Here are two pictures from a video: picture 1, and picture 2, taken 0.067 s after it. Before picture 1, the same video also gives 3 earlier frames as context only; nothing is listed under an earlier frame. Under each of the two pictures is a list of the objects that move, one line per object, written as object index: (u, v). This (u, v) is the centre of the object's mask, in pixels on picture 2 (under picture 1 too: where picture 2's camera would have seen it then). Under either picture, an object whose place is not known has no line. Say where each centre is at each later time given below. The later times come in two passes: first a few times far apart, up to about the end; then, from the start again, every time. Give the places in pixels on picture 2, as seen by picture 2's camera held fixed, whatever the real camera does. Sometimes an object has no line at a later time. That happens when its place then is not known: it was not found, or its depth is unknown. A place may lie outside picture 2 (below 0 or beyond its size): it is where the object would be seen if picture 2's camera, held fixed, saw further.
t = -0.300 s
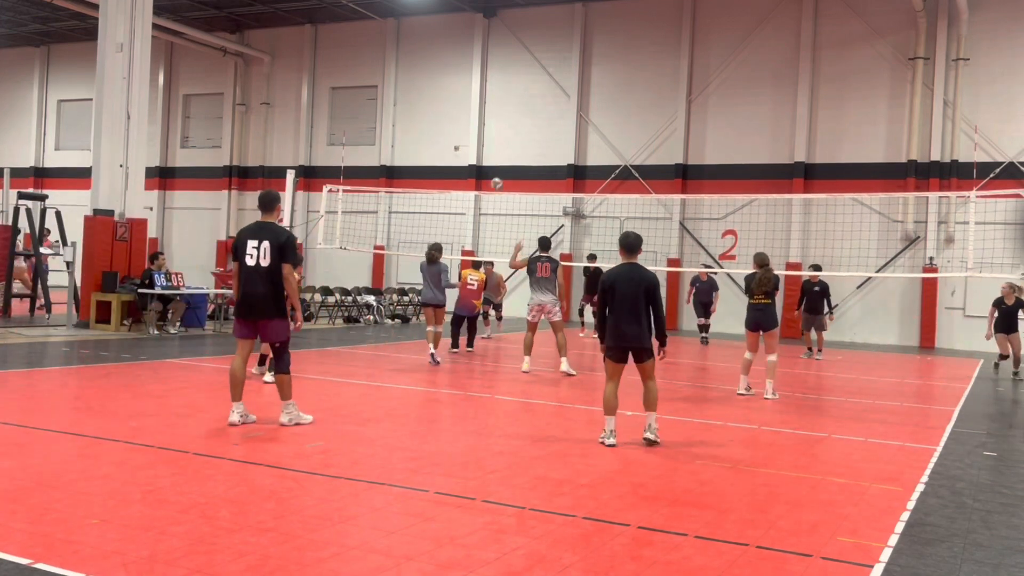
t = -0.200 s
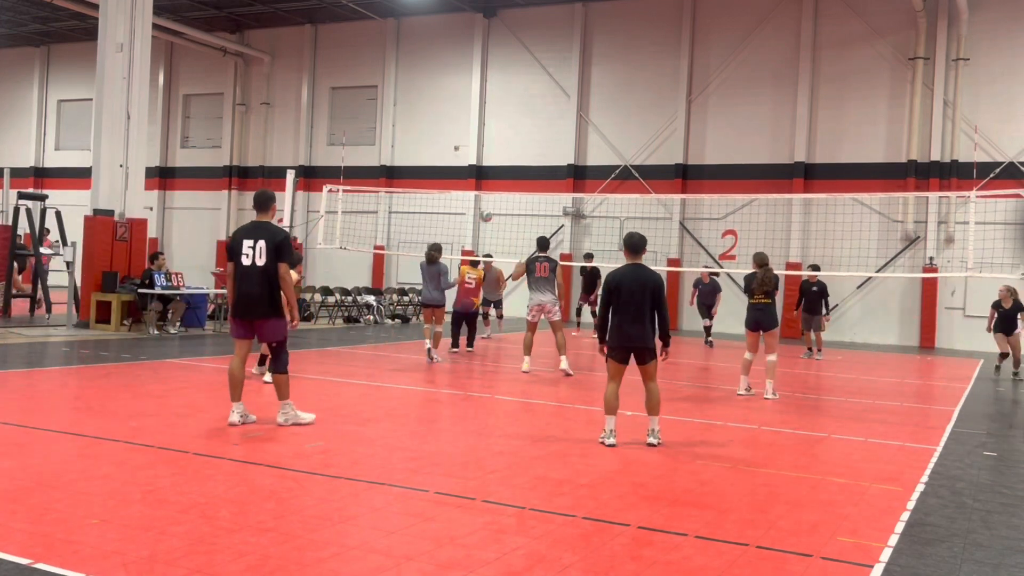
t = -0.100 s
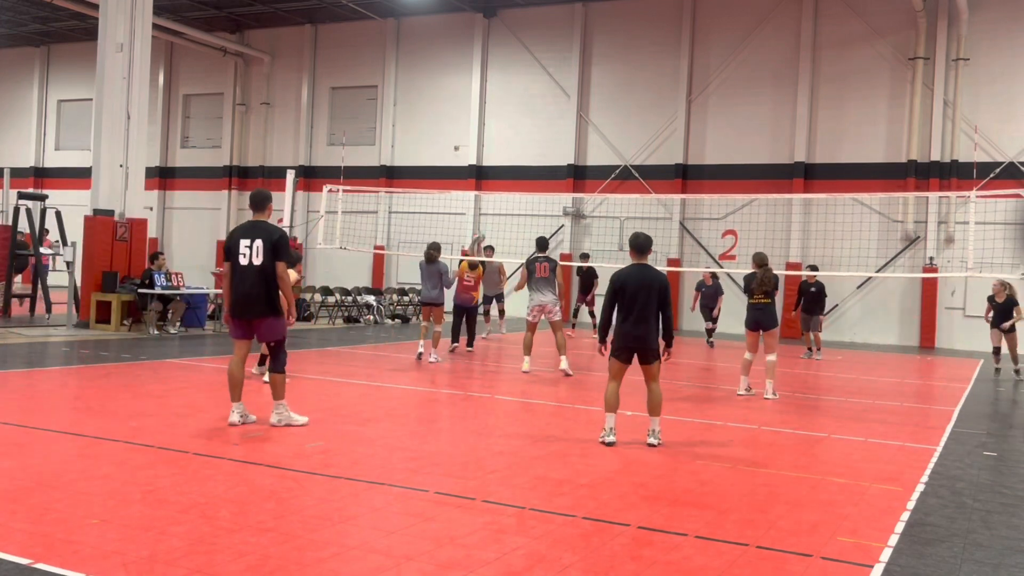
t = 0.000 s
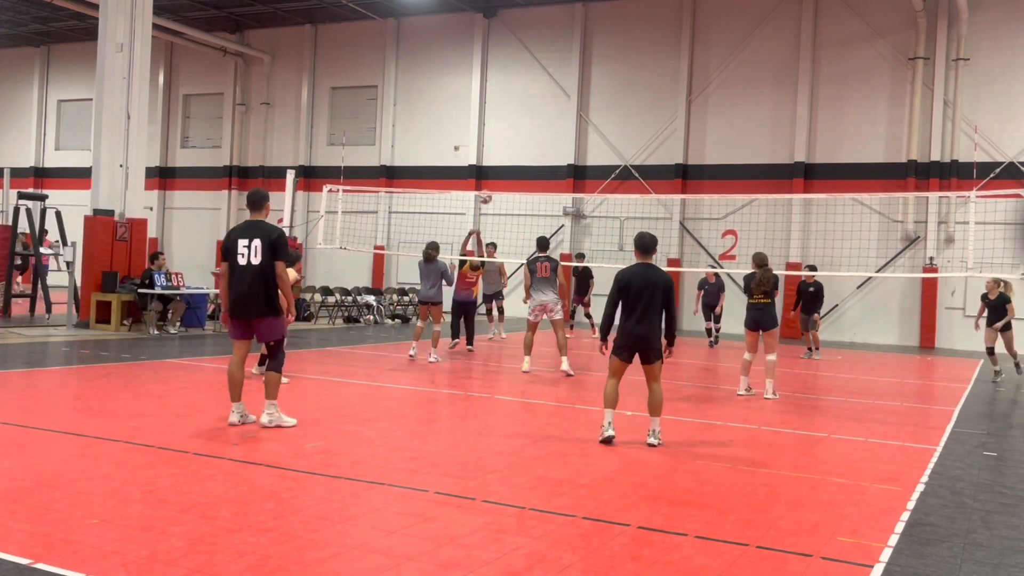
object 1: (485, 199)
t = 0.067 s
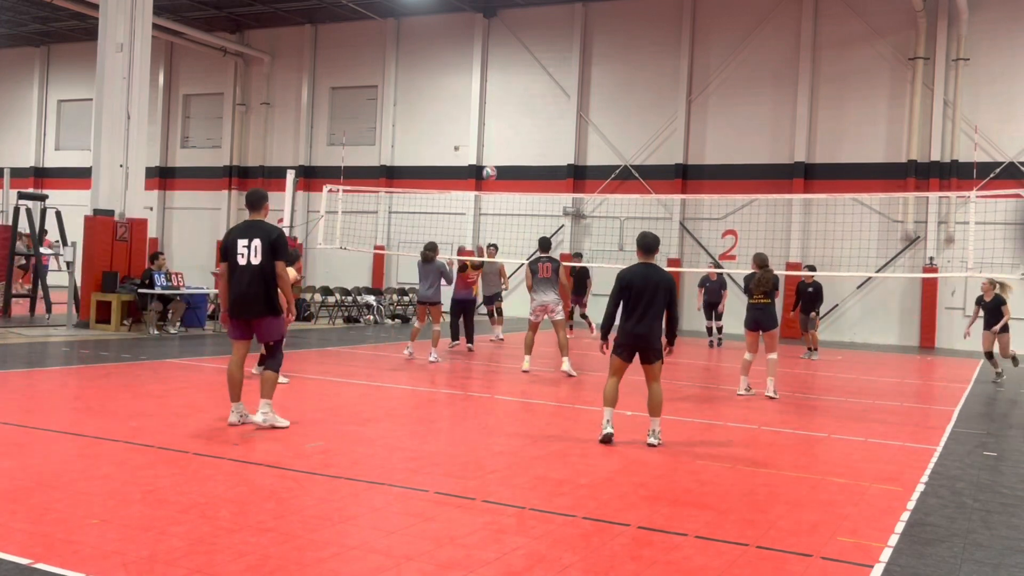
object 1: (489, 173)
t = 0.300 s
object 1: (507, 103)
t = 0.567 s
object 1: (530, 65)
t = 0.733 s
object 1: (547, 80)
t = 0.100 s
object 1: (492, 162)
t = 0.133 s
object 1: (494, 150)
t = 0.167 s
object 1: (497, 139)
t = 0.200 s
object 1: (499, 130)
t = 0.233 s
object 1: (502, 120)
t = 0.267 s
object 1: (505, 111)
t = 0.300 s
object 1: (507, 103)
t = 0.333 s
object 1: (510, 95)
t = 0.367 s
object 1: (512, 88)
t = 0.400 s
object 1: (516, 82)
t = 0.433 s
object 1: (519, 77)
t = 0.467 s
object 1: (521, 72)
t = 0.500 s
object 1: (524, 69)
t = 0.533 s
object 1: (528, 67)
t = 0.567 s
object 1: (530, 65)
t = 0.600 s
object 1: (534, 65)
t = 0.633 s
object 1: (537, 67)
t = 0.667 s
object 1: (541, 70)
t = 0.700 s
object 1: (543, 74)
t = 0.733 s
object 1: (547, 80)
